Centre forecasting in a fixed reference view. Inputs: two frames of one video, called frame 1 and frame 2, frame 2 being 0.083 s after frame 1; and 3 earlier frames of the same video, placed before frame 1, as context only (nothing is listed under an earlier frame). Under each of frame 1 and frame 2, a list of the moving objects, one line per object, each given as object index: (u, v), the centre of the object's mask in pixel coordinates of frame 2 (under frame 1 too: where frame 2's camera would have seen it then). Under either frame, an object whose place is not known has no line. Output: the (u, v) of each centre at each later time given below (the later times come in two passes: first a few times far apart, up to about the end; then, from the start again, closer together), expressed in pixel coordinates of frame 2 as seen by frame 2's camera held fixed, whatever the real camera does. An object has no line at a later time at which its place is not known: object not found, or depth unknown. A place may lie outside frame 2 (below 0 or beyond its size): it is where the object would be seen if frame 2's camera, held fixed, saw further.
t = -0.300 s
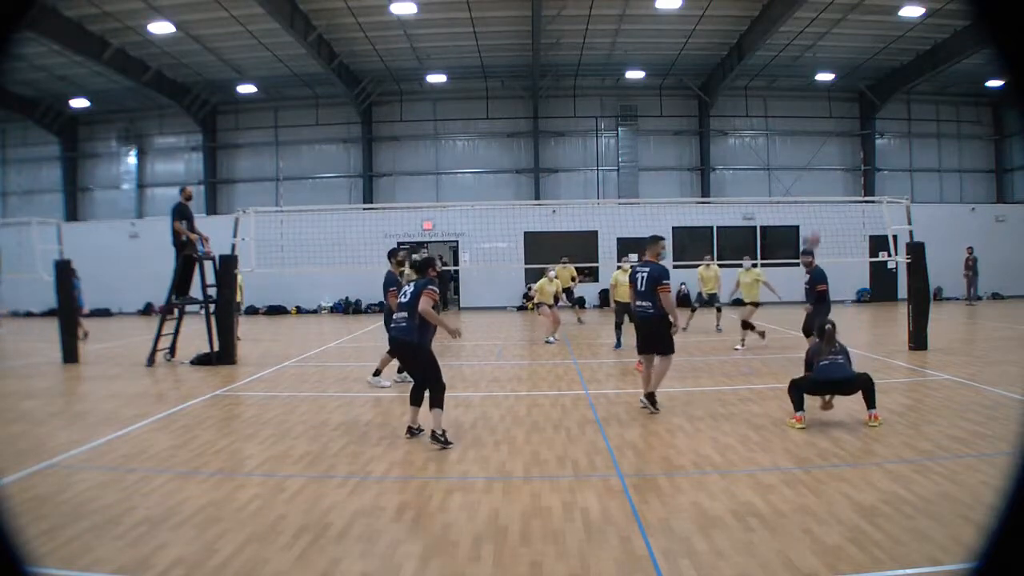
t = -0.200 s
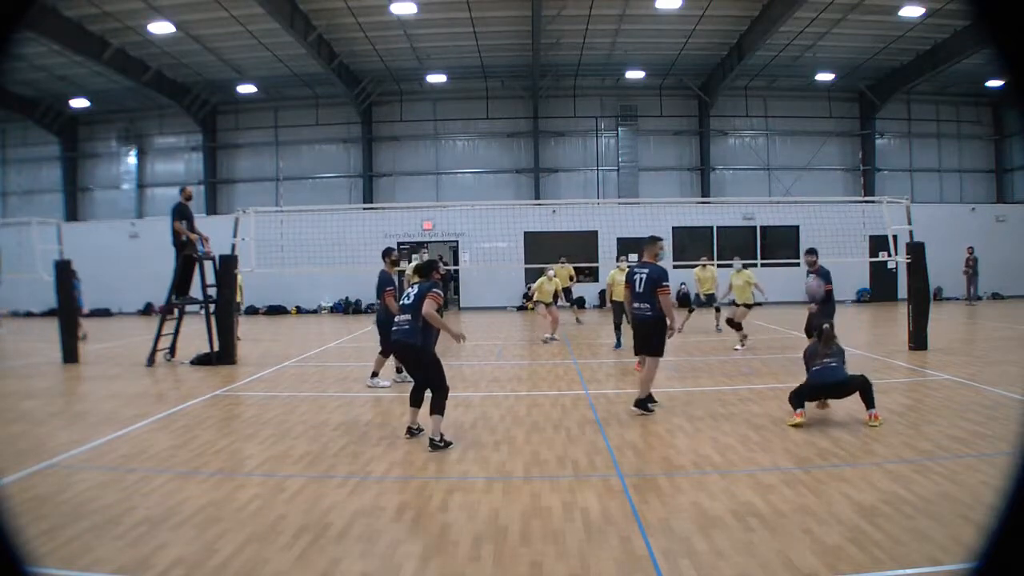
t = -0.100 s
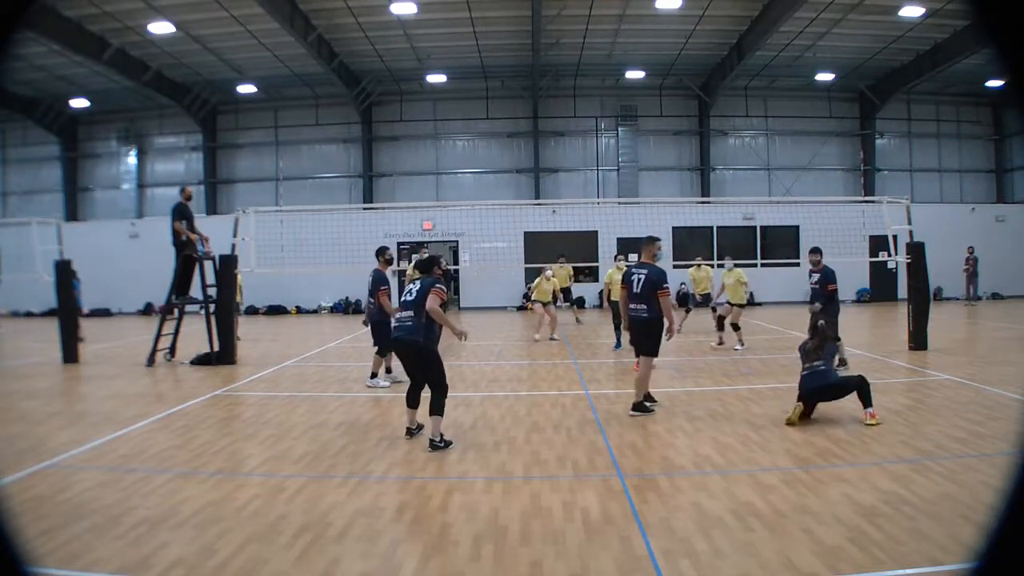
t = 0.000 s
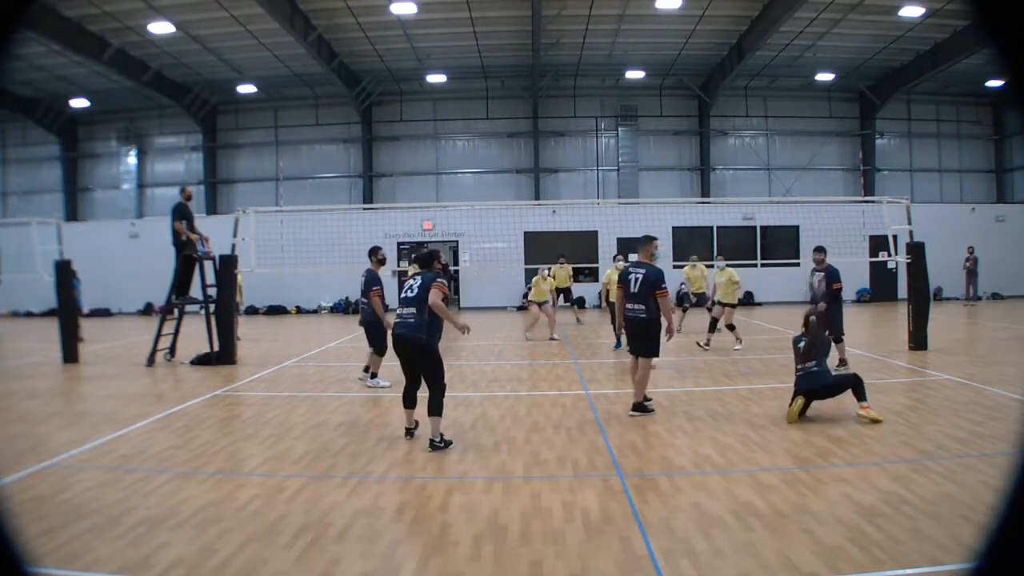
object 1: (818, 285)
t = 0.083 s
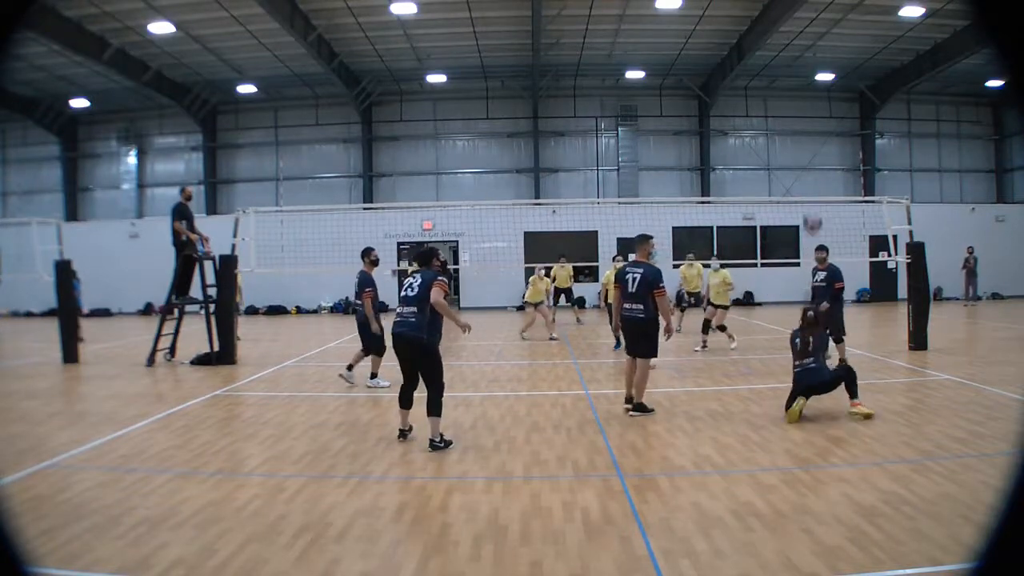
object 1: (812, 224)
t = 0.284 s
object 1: (800, 106)
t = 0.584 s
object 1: (783, 17)
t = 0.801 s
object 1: (775, 8)
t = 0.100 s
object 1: (811, 212)
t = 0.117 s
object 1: (810, 202)
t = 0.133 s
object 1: (810, 192)
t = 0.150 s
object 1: (809, 181)
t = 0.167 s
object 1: (809, 170)
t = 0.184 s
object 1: (805, 159)
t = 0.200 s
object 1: (805, 151)
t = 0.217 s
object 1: (802, 140)
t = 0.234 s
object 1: (803, 131)
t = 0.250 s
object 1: (802, 122)
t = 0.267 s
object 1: (801, 112)
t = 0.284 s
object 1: (800, 106)
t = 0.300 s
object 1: (799, 97)
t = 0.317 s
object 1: (797, 92)
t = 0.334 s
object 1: (797, 86)
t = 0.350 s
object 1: (797, 80)
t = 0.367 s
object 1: (796, 74)
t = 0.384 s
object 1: (795, 69)
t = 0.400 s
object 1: (793, 62)
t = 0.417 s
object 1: (792, 56)
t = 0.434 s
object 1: (791, 52)
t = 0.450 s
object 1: (790, 50)
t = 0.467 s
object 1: (789, 42)
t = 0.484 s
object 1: (789, 39)
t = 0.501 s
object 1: (788, 35)
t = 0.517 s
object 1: (787, 32)
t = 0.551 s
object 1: (785, 26)
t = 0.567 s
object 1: (784, 21)
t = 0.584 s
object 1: (783, 17)
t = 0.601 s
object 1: (782, 16)
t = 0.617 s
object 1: (781, 15)
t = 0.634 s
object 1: (781, 13)
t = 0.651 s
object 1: (781, 12)
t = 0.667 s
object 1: (779, 10)
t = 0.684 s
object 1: (778, 9)
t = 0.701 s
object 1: (778, 8)
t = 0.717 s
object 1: (777, 8)
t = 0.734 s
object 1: (777, 8)
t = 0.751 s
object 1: (776, 8)
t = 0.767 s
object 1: (775, 8)
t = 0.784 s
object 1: (775, 7)
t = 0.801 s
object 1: (775, 8)
